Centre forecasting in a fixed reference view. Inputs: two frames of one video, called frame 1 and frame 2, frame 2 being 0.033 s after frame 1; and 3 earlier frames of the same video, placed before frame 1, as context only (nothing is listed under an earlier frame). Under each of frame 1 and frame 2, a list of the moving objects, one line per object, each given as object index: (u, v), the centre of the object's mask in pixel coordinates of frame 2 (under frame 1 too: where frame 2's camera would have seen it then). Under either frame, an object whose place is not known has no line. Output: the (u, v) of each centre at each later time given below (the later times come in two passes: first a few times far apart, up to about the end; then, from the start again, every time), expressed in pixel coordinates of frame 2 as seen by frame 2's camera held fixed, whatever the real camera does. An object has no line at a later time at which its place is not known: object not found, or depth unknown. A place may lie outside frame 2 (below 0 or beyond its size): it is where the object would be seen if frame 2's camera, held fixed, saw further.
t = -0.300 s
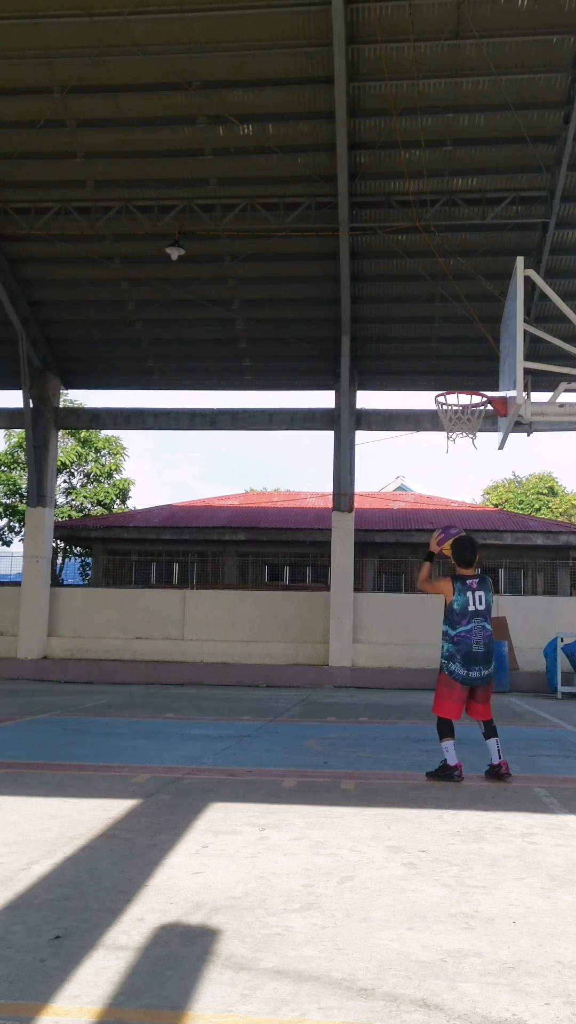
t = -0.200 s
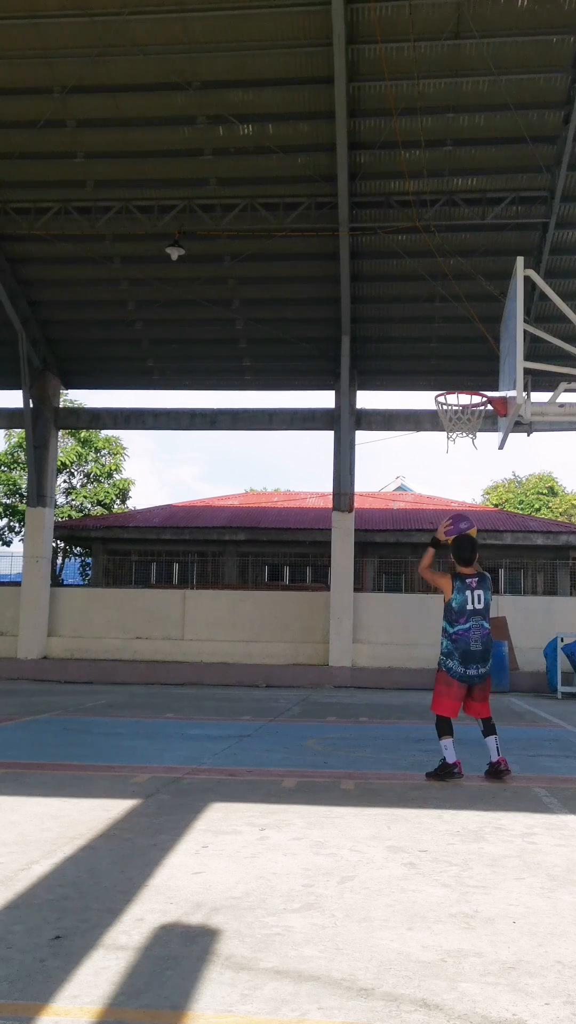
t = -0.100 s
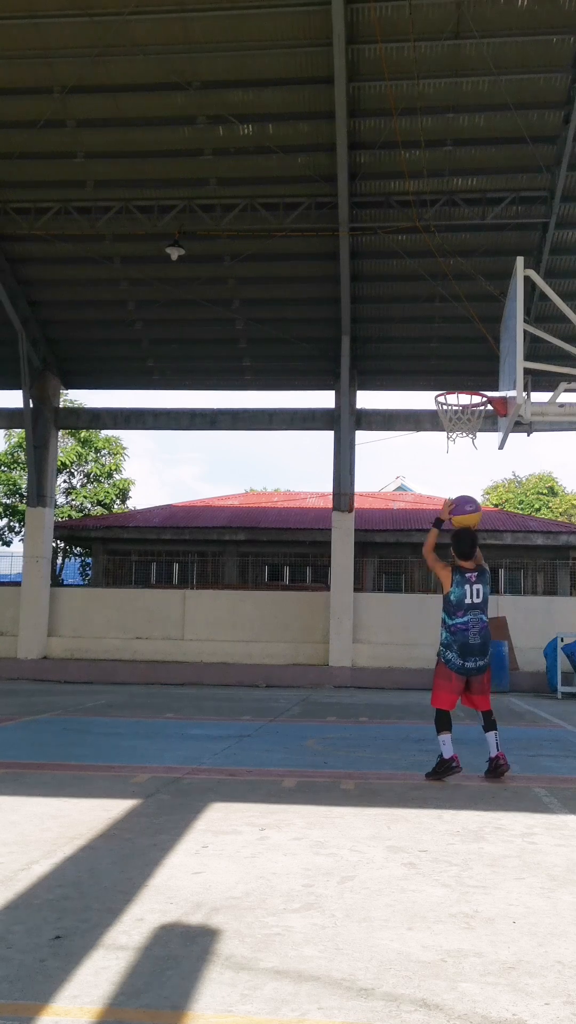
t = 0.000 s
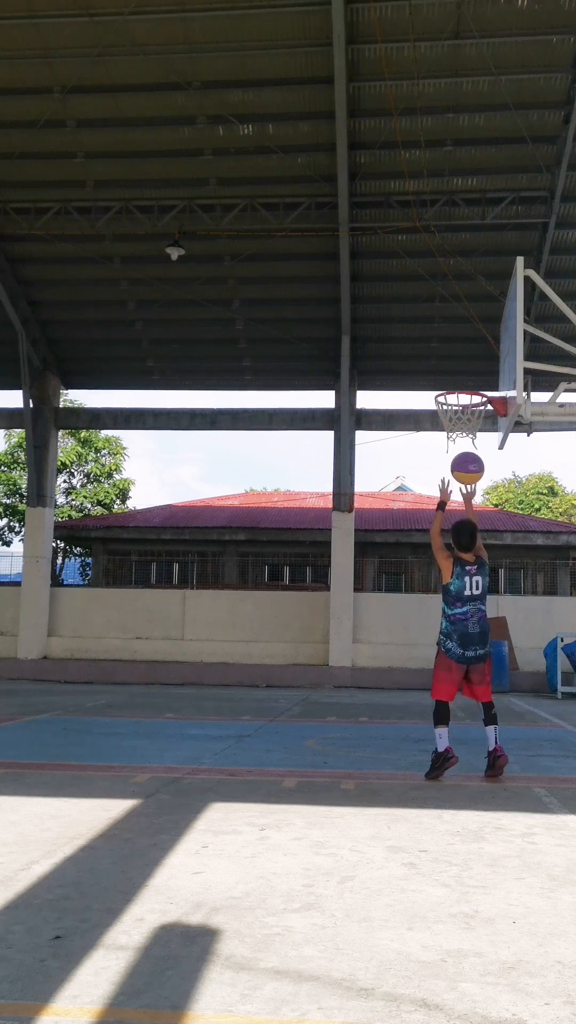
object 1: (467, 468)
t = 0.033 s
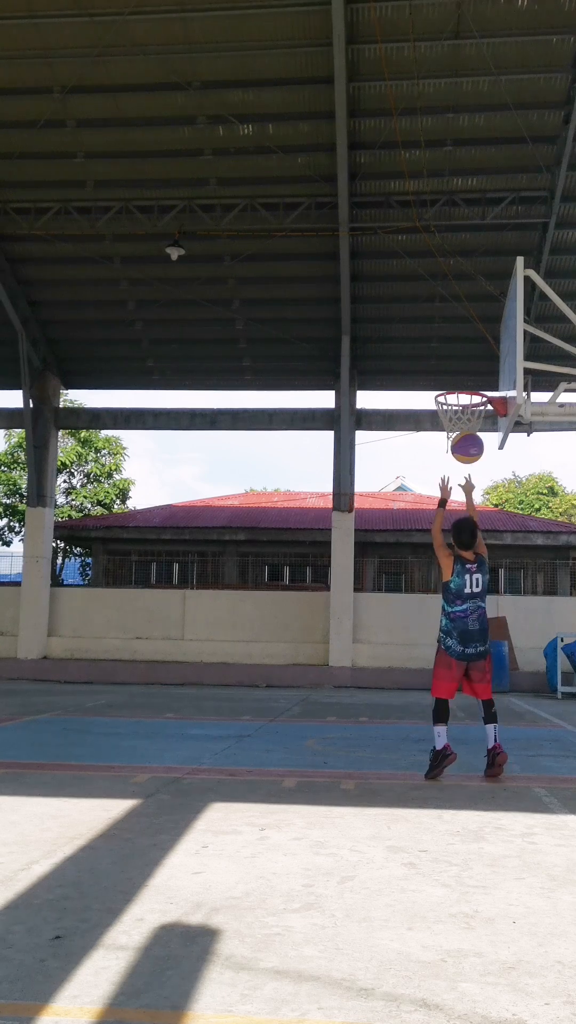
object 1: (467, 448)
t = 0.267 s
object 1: (466, 354)
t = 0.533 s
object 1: (465, 339)
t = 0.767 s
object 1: (463, 383)
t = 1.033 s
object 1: (463, 443)
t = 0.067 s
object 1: (467, 428)
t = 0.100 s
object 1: (467, 411)
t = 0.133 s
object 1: (467, 396)
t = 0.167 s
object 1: (467, 383)
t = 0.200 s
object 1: (466, 372)
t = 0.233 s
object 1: (465, 363)
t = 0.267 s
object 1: (466, 354)
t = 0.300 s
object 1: (465, 347)
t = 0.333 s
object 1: (465, 341)
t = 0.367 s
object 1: (465, 337)
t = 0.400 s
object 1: (465, 335)
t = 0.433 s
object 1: (464, 334)
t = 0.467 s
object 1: (464, 334)
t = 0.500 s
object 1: (465, 334)
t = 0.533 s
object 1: (465, 339)
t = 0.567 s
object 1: (464, 342)
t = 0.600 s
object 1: (463, 346)
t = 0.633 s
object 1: (463, 351)
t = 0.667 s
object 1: (463, 358)
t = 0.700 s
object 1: (463, 366)
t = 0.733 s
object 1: (463, 376)
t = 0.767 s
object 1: (463, 383)
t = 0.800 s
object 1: (462, 397)
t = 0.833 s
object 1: (461, 407)
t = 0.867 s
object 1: (462, 421)
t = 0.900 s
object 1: (460, 434)
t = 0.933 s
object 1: (461, 432)
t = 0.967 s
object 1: (462, 435)
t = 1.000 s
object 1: (462, 438)
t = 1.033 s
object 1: (463, 443)
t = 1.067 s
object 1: (463, 449)
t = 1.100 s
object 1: (463, 456)
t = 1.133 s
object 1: (463, 465)
